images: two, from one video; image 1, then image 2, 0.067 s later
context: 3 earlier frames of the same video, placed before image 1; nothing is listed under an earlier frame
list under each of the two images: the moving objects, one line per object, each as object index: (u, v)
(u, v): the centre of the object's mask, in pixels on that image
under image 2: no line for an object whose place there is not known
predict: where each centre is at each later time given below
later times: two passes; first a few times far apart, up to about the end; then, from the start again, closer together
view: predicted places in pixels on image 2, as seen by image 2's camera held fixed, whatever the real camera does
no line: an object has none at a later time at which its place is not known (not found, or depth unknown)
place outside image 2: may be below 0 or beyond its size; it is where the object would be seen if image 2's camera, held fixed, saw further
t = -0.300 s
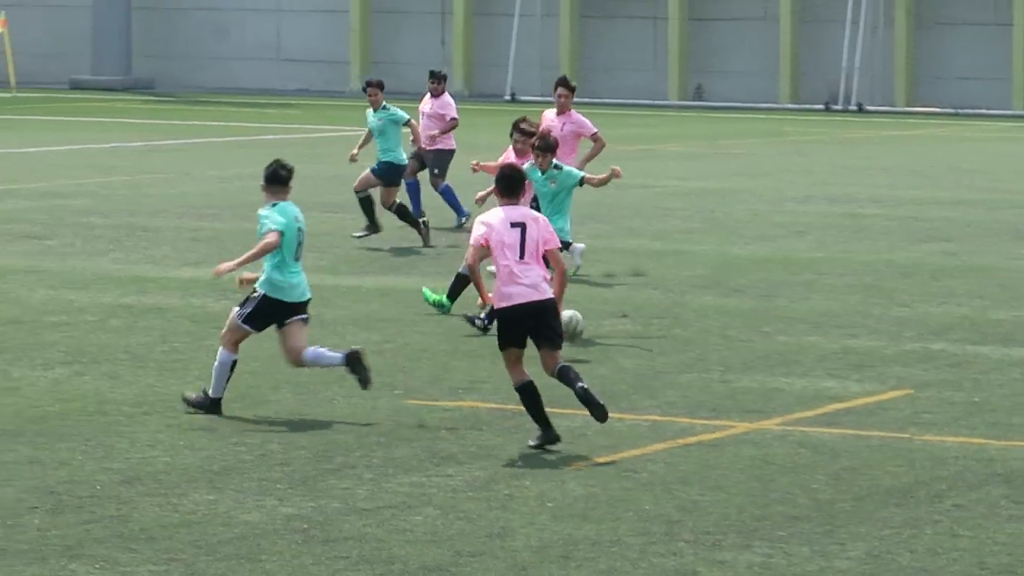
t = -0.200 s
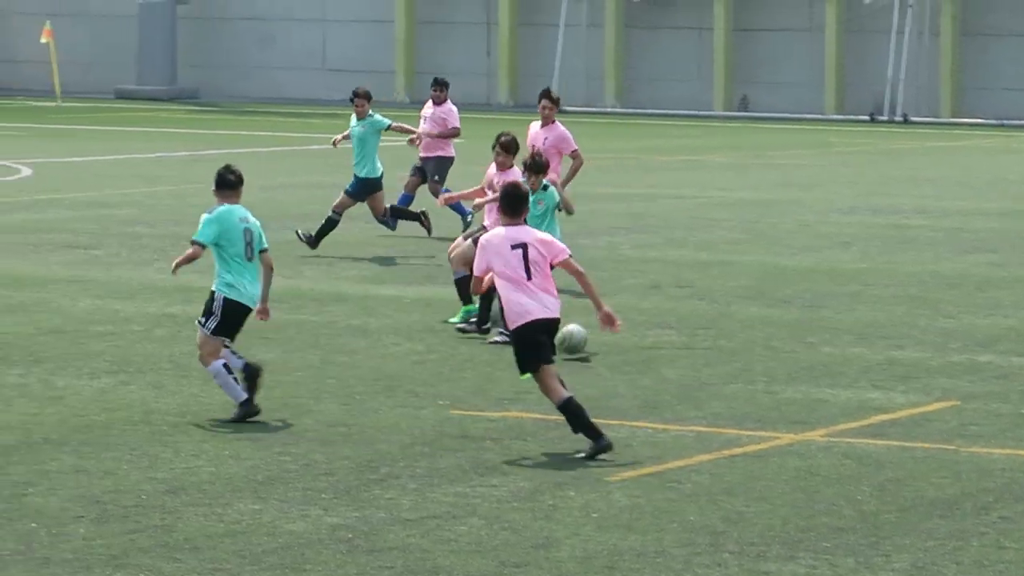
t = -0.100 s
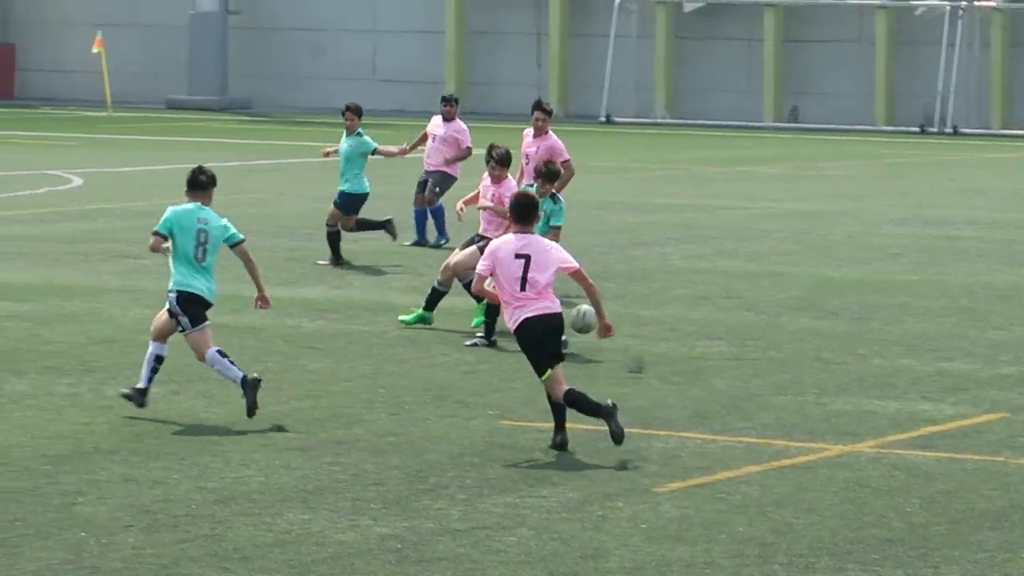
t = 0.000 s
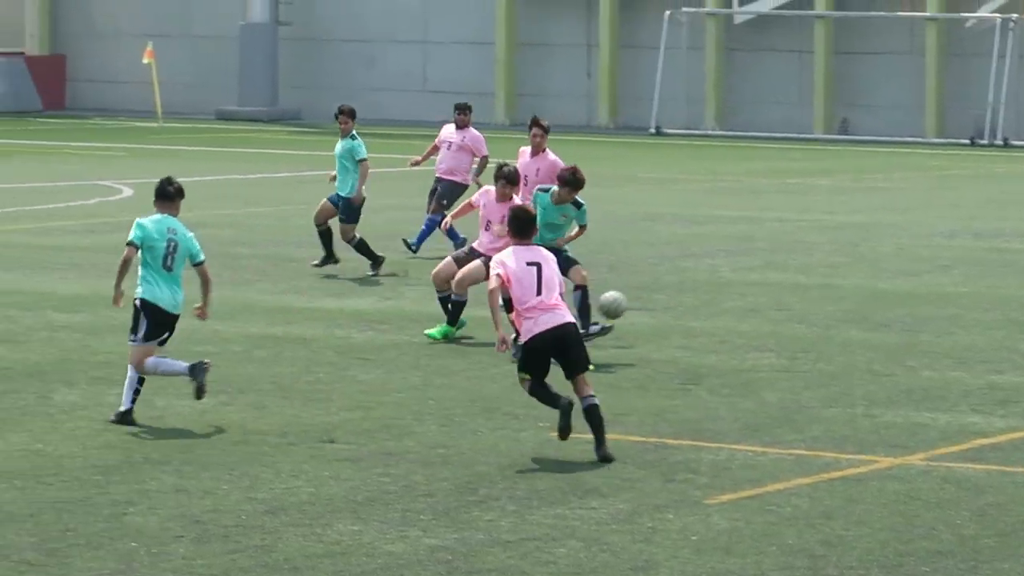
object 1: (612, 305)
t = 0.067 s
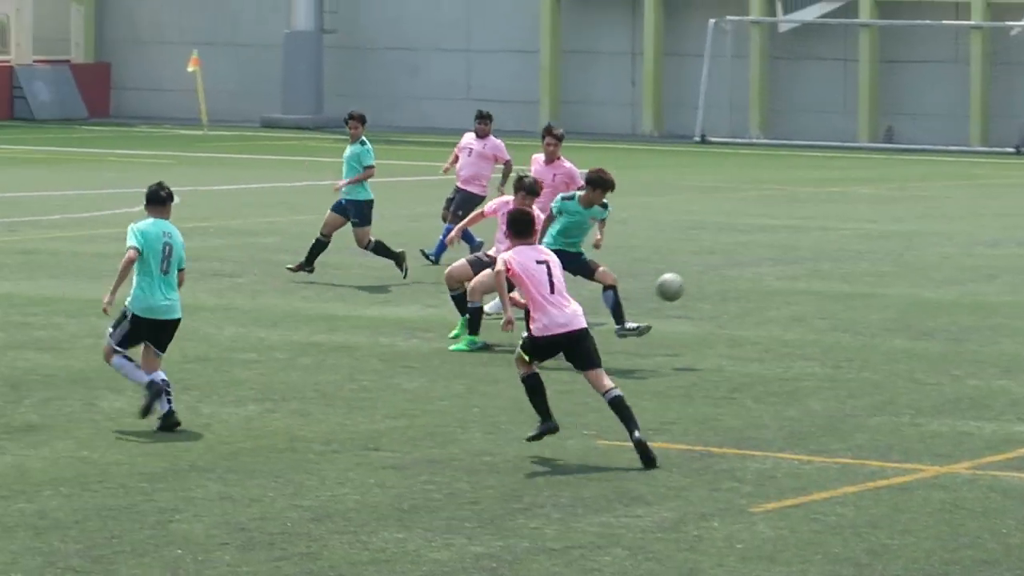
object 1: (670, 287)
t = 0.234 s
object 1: (702, 250)
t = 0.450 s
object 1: (738, 258)
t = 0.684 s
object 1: (770, 314)
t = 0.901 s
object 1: (782, 263)
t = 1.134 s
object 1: (792, 268)
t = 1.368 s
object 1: (803, 269)
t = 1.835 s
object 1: (825, 258)
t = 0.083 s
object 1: (674, 281)
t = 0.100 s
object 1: (677, 276)
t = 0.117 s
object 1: (680, 271)
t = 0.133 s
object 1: (684, 267)
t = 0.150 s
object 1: (686, 263)
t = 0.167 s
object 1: (690, 260)
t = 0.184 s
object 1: (693, 257)
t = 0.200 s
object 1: (696, 254)
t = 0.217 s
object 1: (699, 252)
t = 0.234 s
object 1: (702, 250)
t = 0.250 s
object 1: (705, 248)
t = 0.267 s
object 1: (708, 247)
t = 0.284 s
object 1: (711, 246)
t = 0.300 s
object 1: (714, 246)
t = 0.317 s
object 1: (716, 246)
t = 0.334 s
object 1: (719, 246)
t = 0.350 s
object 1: (722, 247)
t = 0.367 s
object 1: (725, 248)
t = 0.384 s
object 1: (727, 249)
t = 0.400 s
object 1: (730, 251)
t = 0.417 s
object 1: (732, 253)
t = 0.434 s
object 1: (735, 255)
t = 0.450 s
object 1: (738, 258)
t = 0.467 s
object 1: (740, 261)
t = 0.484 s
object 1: (743, 264)
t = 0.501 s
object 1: (746, 268)
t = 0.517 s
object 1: (748, 272)
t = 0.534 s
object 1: (750, 276)
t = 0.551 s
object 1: (753, 280)
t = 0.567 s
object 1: (755, 285)
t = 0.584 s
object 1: (758, 290)
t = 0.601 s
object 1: (760, 296)
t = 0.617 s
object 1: (762, 302)
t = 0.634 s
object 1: (765, 308)
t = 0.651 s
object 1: (767, 314)
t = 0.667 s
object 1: (769, 320)
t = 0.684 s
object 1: (770, 314)
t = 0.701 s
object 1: (771, 309)
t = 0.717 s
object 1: (772, 303)
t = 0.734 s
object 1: (774, 297)
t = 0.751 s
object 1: (775, 292)
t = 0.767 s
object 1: (776, 288)
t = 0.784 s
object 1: (776, 283)
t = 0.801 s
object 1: (777, 279)
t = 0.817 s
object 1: (778, 275)
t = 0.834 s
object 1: (779, 273)
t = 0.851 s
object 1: (780, 269)
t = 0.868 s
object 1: (780, 267)
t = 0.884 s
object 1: (781, 265)
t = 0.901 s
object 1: (782, 263)
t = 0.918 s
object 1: (783, 261)
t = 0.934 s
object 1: (784, 260)
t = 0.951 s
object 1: (785, 258)
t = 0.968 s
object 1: (785, 258)
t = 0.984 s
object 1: (786, 257)
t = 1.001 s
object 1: (787, 257)
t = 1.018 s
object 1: (788, 258)
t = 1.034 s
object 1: (789, 258)
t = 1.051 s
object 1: (789, 259)
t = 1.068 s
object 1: (790, 260)
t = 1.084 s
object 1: (790, 261)
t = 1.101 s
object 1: (791, 264)
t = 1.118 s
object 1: (792, 265)
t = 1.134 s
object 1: (792, 268)
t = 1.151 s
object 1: (793, 271)
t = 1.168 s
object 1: (793, 273)
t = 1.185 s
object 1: (794, 277)
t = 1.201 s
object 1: (795, 280)
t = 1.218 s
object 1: (795, 284)
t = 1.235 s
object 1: (796, 288)
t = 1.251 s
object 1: (797, 293)
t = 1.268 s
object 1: (797, 291)
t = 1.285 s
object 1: (798, 287)
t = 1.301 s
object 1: (799, 282)
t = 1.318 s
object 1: (800, 278)
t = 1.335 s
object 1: (802, 275)
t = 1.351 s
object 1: (802, 271)
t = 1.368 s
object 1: (803, 269)
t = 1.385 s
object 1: (804, 266)
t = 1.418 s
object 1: (806, 263)
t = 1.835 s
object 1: (825, 258)
